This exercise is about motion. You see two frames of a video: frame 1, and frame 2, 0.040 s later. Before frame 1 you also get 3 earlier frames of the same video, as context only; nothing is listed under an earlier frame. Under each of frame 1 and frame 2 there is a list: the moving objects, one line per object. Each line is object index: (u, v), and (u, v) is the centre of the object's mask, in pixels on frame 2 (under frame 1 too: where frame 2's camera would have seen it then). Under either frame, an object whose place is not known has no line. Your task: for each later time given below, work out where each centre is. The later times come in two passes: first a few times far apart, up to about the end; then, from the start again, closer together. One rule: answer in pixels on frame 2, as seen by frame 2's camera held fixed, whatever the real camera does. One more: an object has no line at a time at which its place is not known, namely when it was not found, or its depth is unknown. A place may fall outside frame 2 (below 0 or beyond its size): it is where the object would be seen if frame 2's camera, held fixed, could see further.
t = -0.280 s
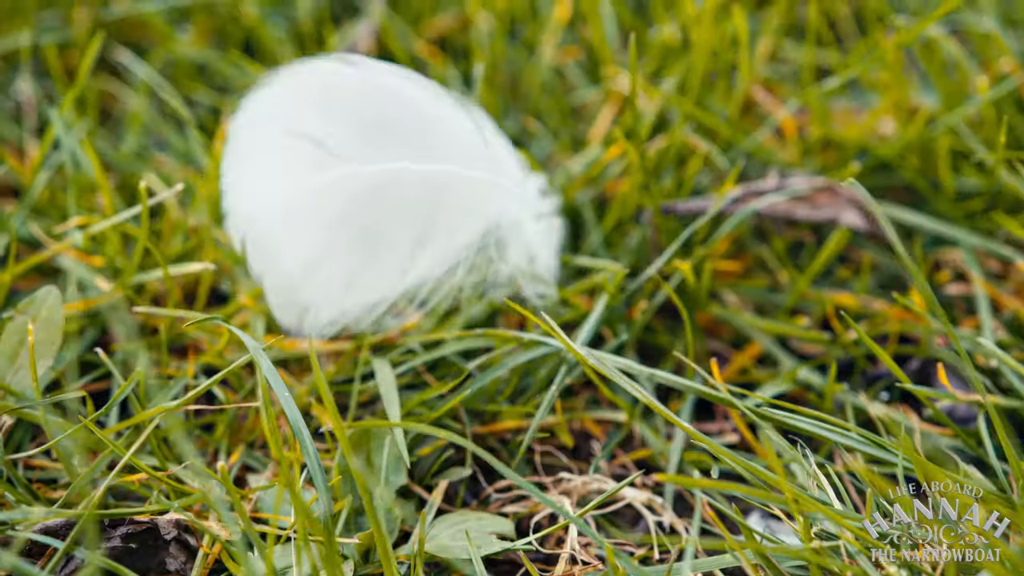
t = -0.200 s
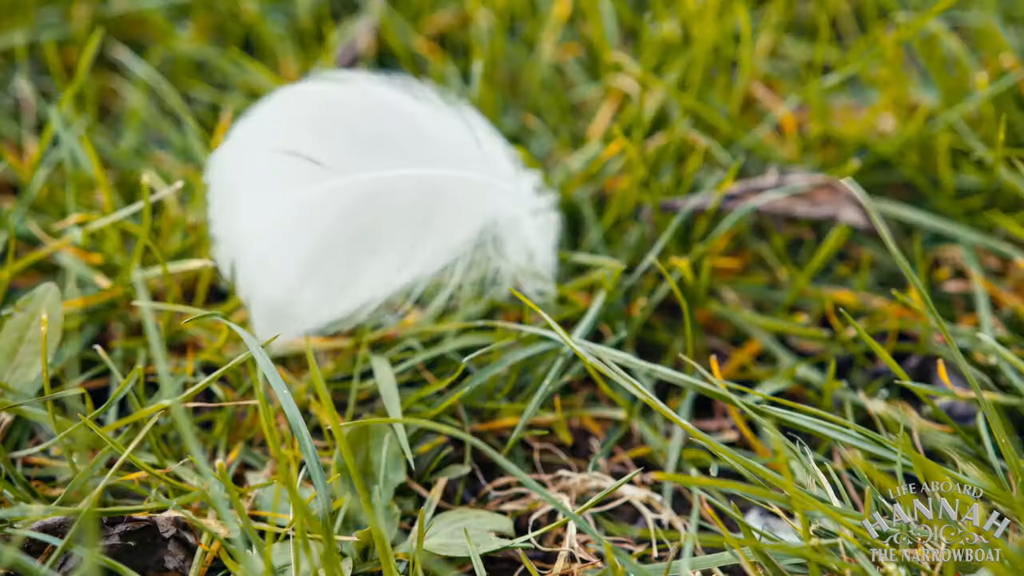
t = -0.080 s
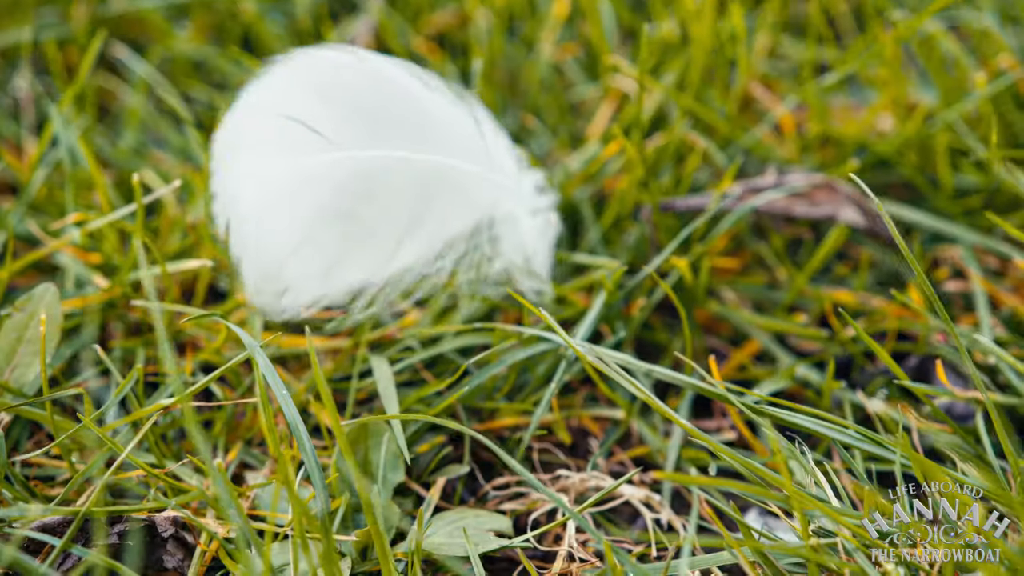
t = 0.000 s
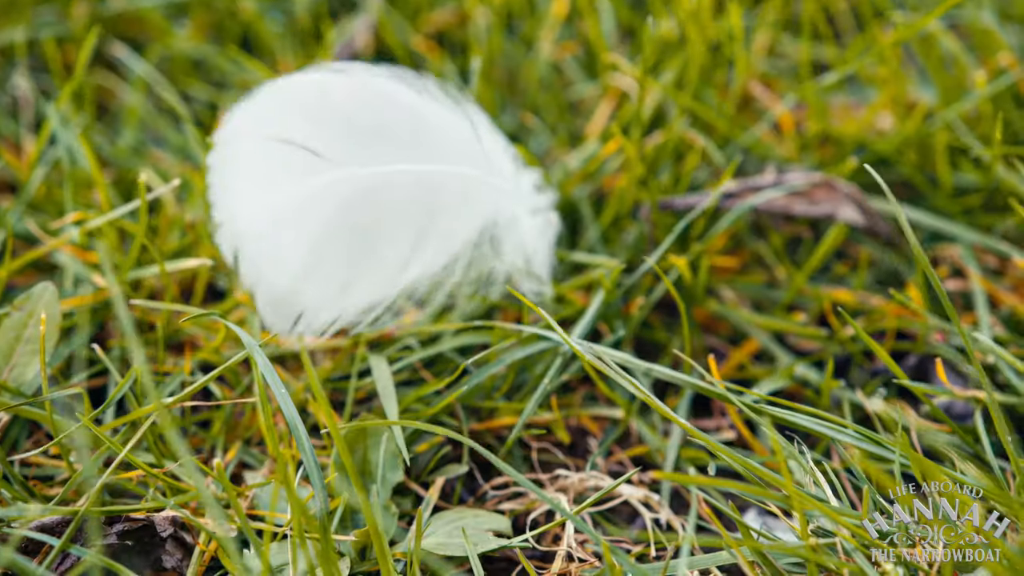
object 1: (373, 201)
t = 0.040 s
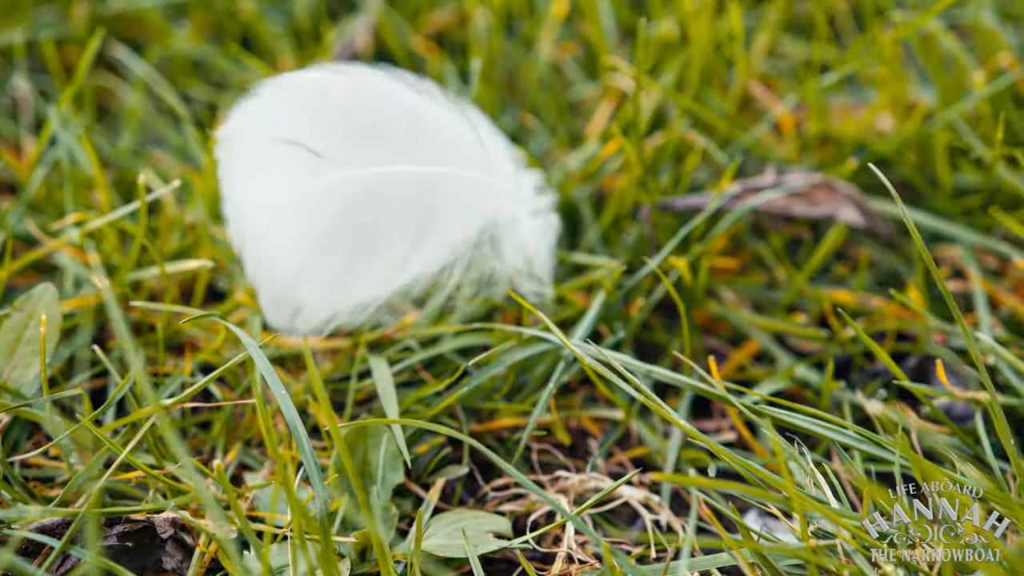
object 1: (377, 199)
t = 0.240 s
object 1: (382, 192)
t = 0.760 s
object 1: (376, 212)
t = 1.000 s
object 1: (391, 237)
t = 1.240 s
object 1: (389, 213)
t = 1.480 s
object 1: (401, 226)
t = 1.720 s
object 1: (416, 246)
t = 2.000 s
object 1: (434, 258)
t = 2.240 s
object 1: (434, 259)
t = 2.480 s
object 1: (430, 258)
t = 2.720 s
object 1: (430, 261)
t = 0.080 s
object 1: (376, 194)
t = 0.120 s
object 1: (378, 189)
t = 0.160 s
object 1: (380, 189)
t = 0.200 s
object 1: (382, 190)
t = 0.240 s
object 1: (382, 192)
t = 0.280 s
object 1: (375, 192)
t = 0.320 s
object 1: (373, 191)
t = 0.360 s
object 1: (372, 191)
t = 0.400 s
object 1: (372, 191)
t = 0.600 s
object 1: (382, 203)
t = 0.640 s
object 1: (383, 206)
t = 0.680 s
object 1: (376, 208)
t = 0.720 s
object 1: (376, 208)
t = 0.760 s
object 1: (376, 212)
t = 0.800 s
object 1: (380, 214)
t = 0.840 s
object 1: (381, 223)
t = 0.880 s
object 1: (386, 234)
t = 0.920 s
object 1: (389, 241)
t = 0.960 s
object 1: (387, 242)
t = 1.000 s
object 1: (391, 237)
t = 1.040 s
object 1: (381, 224)
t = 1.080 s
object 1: (379, 210)
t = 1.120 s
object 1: (386, 197)
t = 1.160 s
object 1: (384, 193)
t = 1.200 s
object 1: (384, 201)
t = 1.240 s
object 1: (389, 213)
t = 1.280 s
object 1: (393, 222)
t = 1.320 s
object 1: (396, 227)
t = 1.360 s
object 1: (399, 230)
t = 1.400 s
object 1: (402, 234)
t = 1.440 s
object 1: (402, 232)
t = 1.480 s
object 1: (401, 226)
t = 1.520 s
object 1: (398, 220)
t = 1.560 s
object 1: (397, 219)
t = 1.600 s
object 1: (401, 222)
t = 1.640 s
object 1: (406, 231)
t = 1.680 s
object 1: (409, 239)
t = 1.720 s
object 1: (416, 246)
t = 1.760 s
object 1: (426, 255)
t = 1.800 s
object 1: (432, 261)
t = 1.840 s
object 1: (434, 261)
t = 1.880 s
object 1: (436, 257)
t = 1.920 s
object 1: (437, 255)
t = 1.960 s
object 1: (436, 256)
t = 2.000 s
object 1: (434, 258)
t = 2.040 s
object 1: (432, 260)
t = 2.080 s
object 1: (430, 259)
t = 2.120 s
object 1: (430, 257)
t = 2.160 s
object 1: (432, 257)
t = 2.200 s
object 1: (433, 259)
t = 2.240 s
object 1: (434, 259)
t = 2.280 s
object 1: (433, 259)
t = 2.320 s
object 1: (429, 258)
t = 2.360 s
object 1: (428, 257)
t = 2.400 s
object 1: (428, 257)
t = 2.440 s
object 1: (430, 258)
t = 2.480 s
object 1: (430, 258)
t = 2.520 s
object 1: (430, 258)
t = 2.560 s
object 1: (430, 258)
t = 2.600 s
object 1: (430, 259)
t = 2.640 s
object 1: (430, 261)
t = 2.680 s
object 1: (430, 262)
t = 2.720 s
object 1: (430, 261)
